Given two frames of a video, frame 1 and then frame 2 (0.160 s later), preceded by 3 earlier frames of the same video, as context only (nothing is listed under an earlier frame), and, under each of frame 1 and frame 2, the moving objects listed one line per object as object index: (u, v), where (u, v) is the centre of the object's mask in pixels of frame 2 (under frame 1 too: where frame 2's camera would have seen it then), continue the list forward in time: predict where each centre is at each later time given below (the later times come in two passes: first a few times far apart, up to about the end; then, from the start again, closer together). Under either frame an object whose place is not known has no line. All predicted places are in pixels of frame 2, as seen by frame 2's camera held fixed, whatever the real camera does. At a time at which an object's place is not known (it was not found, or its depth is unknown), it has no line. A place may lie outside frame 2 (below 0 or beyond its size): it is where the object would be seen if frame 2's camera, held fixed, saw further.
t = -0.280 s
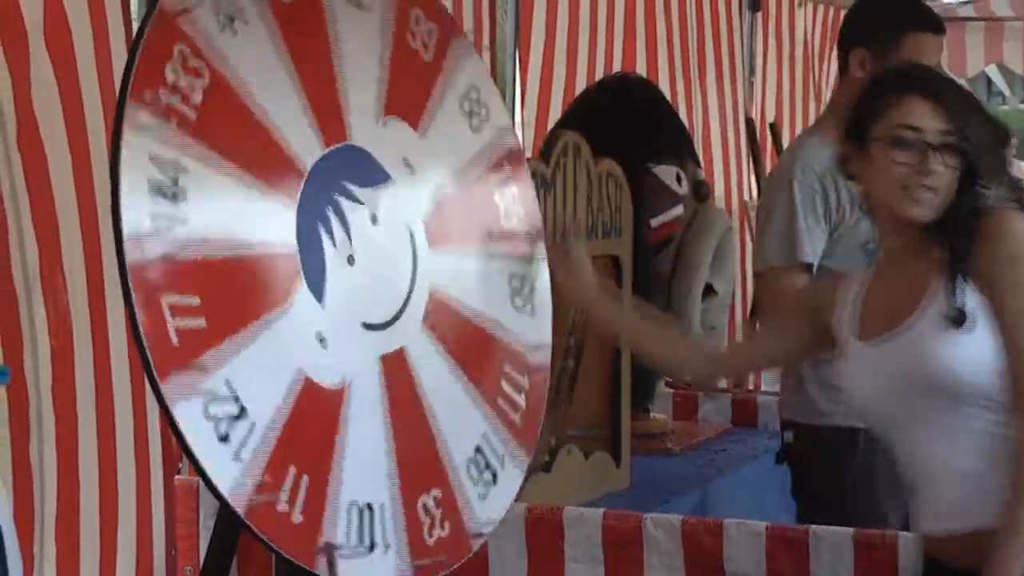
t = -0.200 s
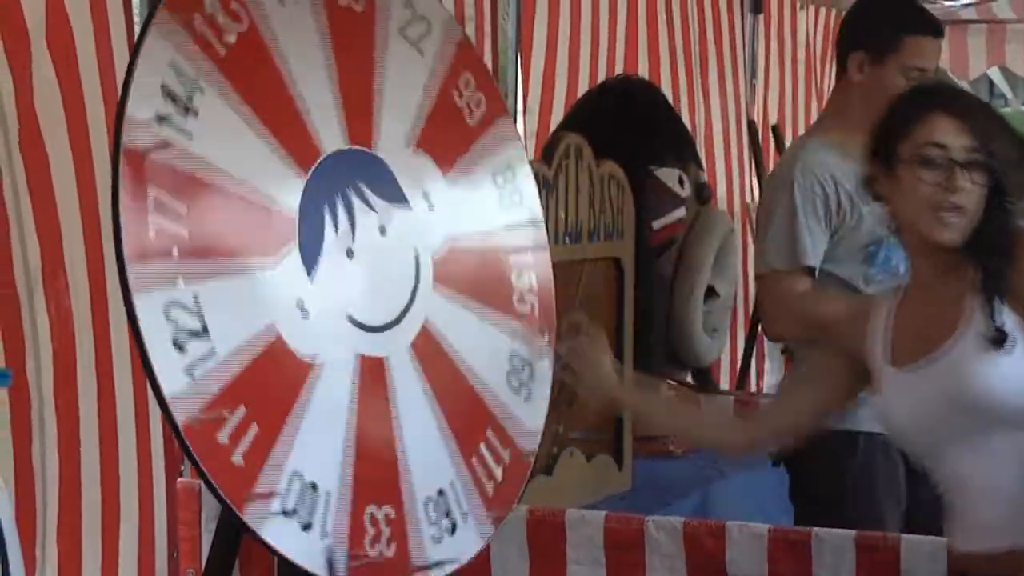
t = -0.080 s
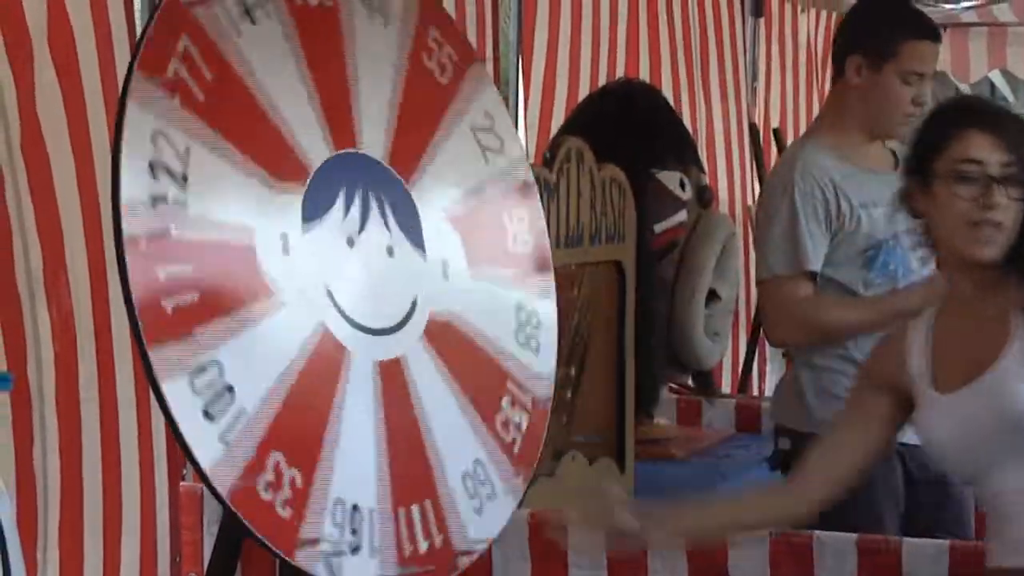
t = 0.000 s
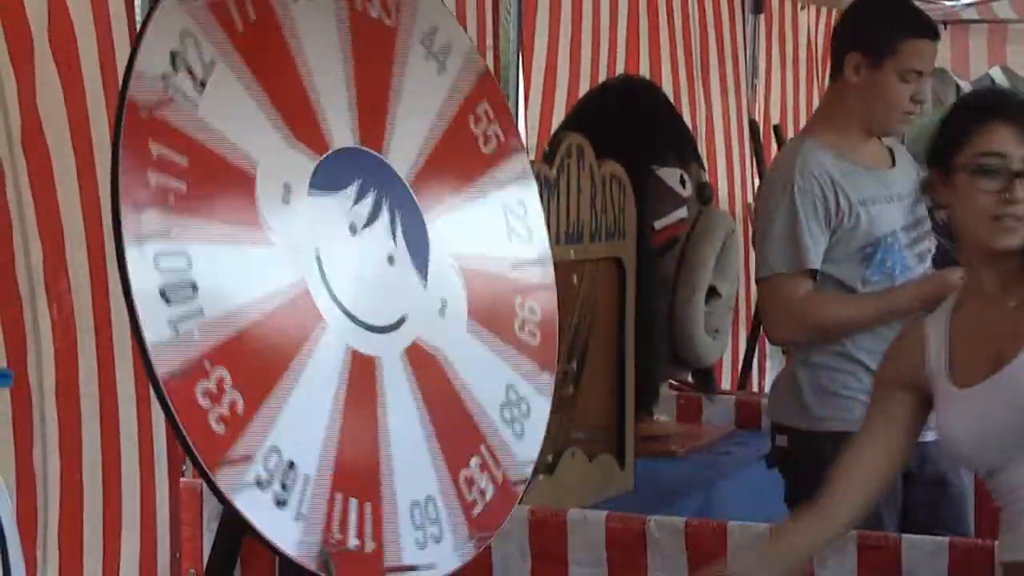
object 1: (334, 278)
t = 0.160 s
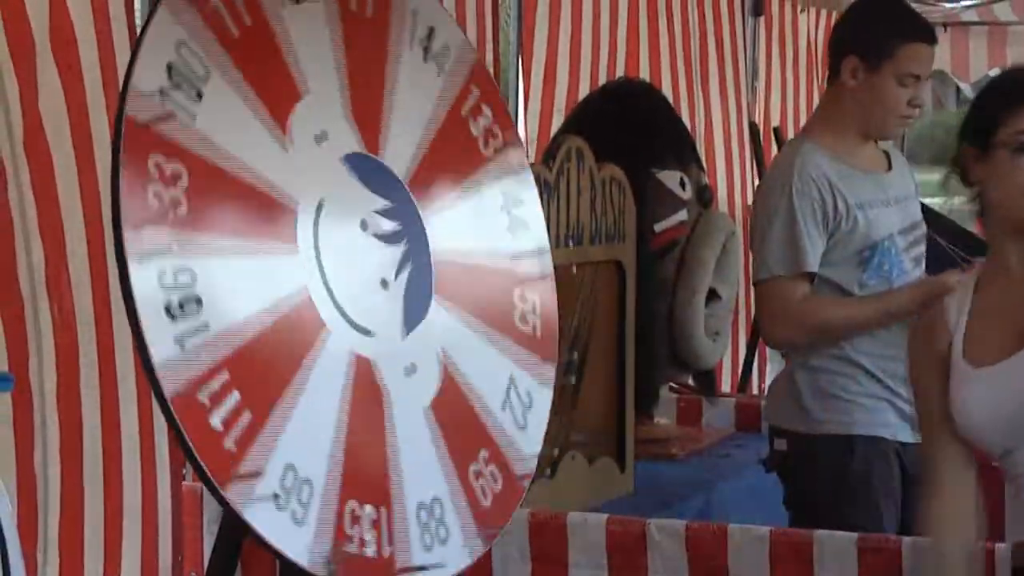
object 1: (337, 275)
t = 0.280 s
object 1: (337, 278)
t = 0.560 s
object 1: (335, 278)
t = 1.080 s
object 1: (331, 276)
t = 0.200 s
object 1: (337, 275)
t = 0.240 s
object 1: (337, 276)
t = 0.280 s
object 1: (337, 278)
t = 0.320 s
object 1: (337, 279)
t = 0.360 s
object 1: (338, 280)
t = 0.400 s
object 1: (337, 280)
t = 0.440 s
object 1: (337, 280)
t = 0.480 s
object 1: (337, 280)
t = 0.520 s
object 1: (336, 279)
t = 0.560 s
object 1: (335, 278)
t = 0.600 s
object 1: (334, 277)
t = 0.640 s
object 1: (333, 275)
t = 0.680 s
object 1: (332, 273)
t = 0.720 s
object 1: (331, 272)
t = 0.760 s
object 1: (330, 270)
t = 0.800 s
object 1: (330, 269)
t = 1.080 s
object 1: (331, 276)
